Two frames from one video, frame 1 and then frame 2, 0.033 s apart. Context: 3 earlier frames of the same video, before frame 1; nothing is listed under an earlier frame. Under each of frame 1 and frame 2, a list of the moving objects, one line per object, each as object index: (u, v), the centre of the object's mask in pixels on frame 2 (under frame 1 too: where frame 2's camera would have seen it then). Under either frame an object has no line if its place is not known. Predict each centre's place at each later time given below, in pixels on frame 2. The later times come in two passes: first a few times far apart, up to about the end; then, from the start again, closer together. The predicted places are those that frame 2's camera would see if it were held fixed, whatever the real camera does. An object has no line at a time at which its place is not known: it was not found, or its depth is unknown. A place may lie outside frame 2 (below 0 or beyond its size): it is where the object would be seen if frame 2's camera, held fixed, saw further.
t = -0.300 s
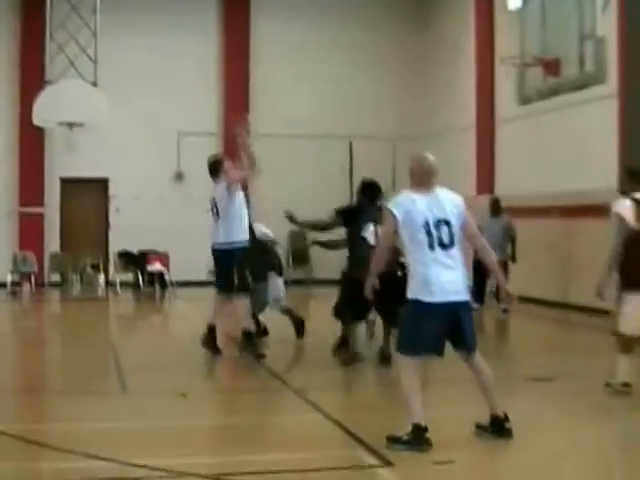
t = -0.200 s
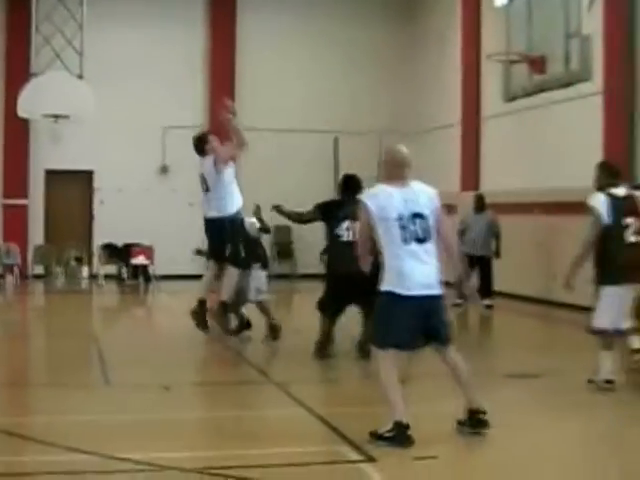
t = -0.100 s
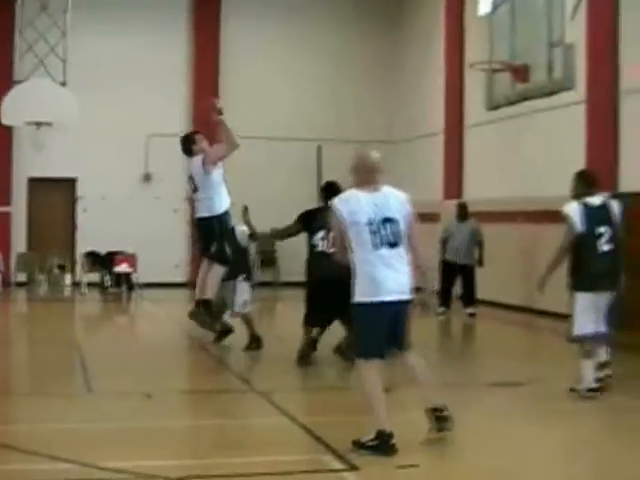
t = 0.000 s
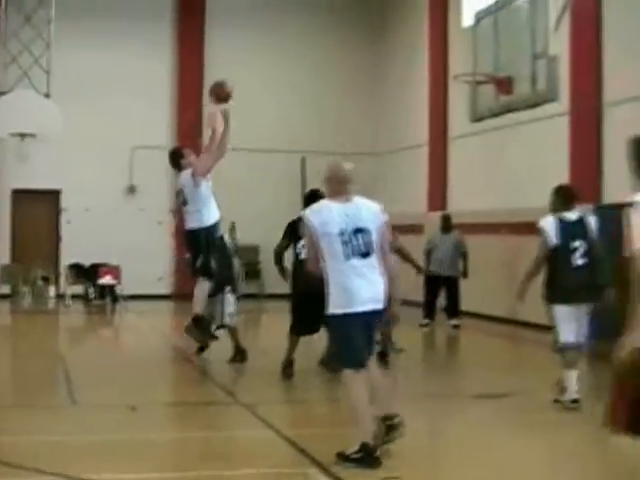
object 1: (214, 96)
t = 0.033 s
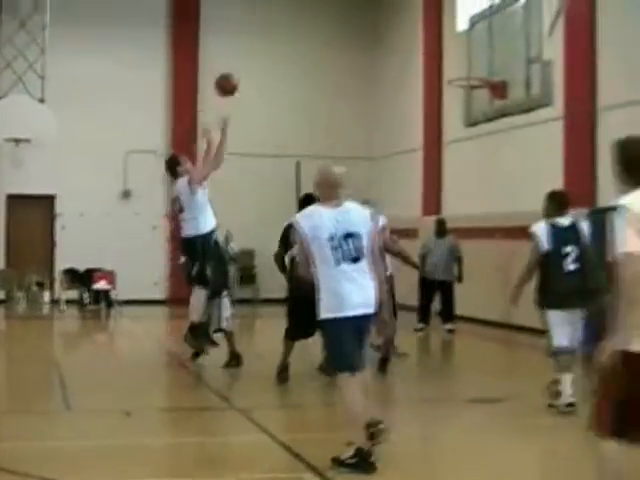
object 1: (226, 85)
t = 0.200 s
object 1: (279, 41)
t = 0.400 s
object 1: (346, 22)
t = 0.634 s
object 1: (414, 47)
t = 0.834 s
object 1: (460, 69)
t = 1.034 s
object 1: (486, 70)
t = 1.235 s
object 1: (463, 68)
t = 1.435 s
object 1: (471, 84)
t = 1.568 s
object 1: (471, 101)
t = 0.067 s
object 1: (237, 73)
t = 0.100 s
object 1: (248, 63)
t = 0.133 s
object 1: (259, 55)
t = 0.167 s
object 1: (269, 47)
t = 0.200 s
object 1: (279, 41)
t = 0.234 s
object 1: (291, 35)
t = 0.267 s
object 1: (302, 29)
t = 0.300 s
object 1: (312, 26)
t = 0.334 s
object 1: (324, 23)
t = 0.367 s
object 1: (335, 22)
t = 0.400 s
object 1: (346, 22)
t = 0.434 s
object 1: (355, 22)
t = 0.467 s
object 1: (366, 24)
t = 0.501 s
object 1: (375, 27)
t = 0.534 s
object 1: (384, 32)
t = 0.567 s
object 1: (394, 36)
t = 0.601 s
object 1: (404, 41)
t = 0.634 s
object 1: (414, 47)
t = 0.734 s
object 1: (446, 73)
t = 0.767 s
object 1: (450, 73)
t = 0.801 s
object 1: (455, 70)
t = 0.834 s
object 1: (460, 69)
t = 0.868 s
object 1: (465, 68)
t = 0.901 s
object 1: (471, 68)
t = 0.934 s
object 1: (476, 69)
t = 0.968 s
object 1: (482, 71)
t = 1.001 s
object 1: (487, 73)
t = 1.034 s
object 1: (486, 70)
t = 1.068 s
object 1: (482, 67)
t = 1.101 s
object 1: (479, 65)
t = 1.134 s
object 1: (474, 64)
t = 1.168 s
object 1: (470, 65)
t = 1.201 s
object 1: (467, 66)
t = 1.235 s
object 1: (463, 68)
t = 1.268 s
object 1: (459, 71)
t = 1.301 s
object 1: (455, 76)
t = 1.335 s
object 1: (457, 78)
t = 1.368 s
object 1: (462, 78)
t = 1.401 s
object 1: (466, 80)
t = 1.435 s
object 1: (471, 84)
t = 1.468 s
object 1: (475, 87)
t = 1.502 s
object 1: (475, 90)
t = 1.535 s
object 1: (474, 96)
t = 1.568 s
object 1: (471, 101)
